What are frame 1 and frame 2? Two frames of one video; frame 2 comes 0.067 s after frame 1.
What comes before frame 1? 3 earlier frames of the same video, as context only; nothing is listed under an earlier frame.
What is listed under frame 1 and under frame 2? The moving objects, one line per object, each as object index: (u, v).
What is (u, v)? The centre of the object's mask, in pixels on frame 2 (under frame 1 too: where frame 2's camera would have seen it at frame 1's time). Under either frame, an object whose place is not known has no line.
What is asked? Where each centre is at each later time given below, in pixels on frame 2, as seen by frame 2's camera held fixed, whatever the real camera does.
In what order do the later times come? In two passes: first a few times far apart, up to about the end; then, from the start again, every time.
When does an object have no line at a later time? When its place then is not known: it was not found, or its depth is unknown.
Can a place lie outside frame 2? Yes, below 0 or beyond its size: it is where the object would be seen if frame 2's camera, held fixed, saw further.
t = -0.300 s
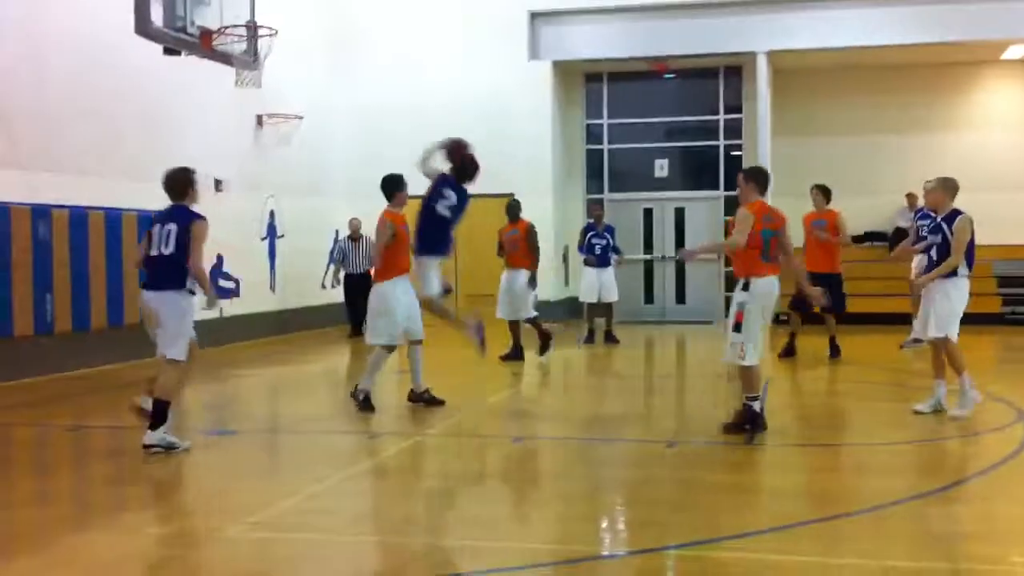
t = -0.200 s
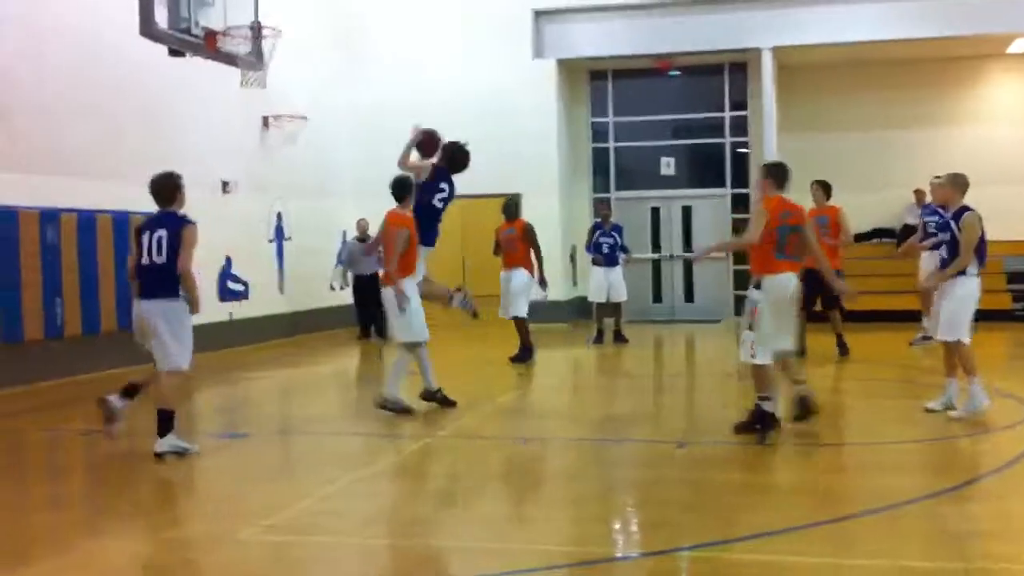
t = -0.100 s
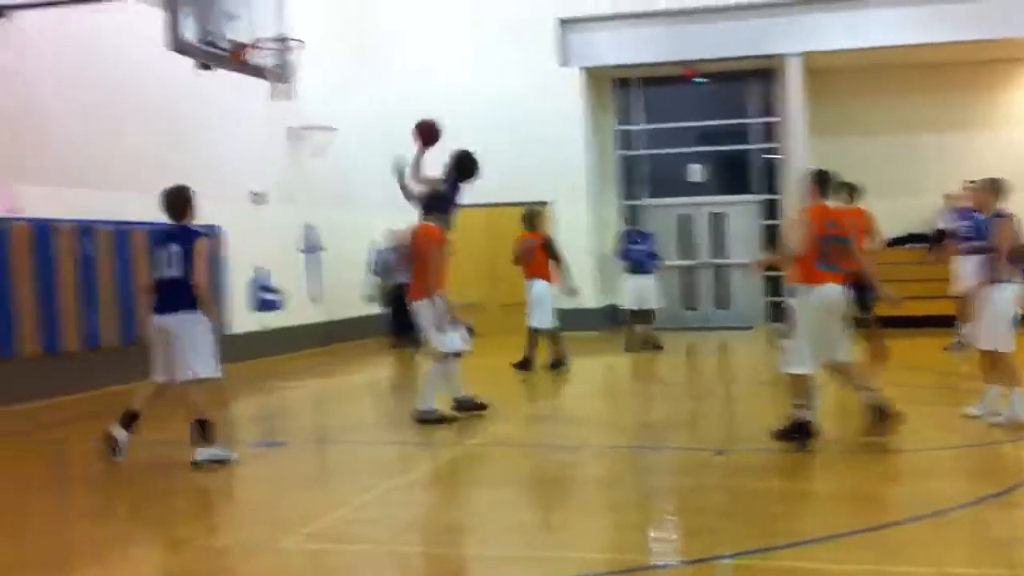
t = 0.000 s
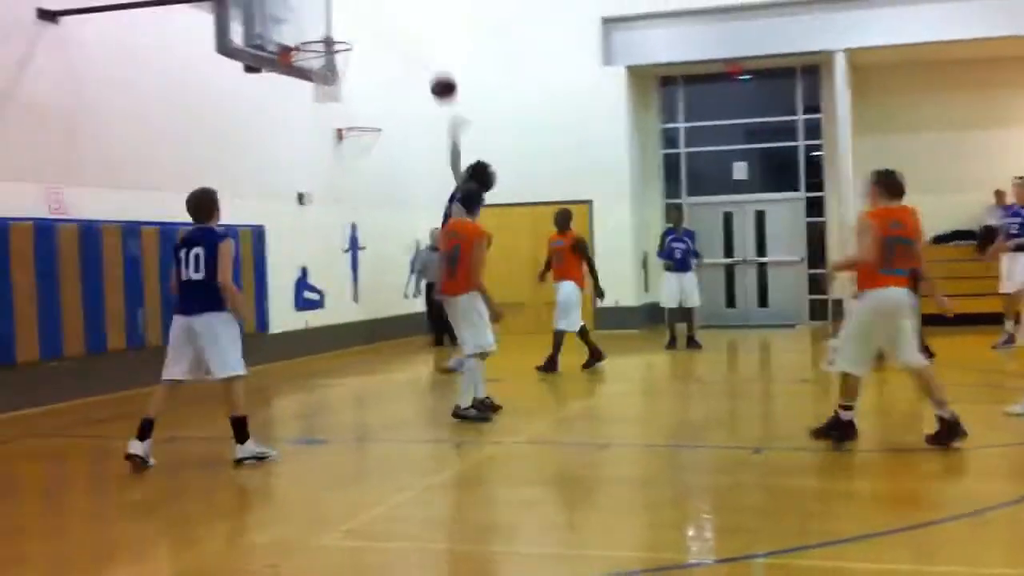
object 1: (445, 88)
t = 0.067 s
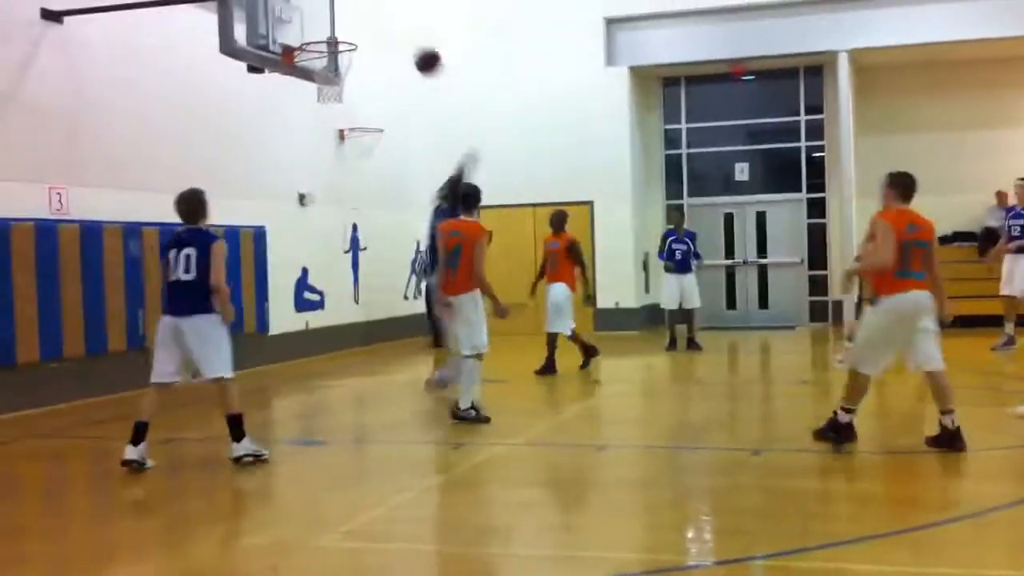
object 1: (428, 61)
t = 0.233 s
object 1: (383, 16)
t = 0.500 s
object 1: (311, 10)
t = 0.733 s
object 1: (325, 52)
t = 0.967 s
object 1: (347, 75)
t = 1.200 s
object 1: (343, 126)
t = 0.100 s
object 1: (419, 50)
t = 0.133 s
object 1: (410, 40)
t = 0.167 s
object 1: (401, 30)
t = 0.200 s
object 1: (392, 23)
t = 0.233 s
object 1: (383, 16)
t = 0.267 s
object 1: (374, 11)
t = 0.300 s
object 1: (365, 8)
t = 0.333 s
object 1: (356, 7)
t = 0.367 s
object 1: (347, 6)
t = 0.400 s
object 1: (338, 6)
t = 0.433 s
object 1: (329, 7)
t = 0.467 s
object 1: (321, 8)
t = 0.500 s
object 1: (311, 10)
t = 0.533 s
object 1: (303, 15)
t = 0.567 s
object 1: (298, 20)
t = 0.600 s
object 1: (302, 24)
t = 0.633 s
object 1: (307, 28)
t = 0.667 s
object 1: (313, 34)
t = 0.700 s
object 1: (319, 42)
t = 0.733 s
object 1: (325, 52)
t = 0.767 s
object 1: (332, 61)
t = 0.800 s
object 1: (336, 65)
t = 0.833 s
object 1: (339, 67)
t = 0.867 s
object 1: (343, 67)
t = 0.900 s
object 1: (345, 69)
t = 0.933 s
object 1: (347, 72)
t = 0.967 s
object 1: (347, 75)
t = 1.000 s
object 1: (347, 79)
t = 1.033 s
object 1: (348, 83)
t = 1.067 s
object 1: (347, 89)
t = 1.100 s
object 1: (346, 96)
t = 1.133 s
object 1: (345, 104)
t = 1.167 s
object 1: (344, 114)
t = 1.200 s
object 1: (343, 126)
